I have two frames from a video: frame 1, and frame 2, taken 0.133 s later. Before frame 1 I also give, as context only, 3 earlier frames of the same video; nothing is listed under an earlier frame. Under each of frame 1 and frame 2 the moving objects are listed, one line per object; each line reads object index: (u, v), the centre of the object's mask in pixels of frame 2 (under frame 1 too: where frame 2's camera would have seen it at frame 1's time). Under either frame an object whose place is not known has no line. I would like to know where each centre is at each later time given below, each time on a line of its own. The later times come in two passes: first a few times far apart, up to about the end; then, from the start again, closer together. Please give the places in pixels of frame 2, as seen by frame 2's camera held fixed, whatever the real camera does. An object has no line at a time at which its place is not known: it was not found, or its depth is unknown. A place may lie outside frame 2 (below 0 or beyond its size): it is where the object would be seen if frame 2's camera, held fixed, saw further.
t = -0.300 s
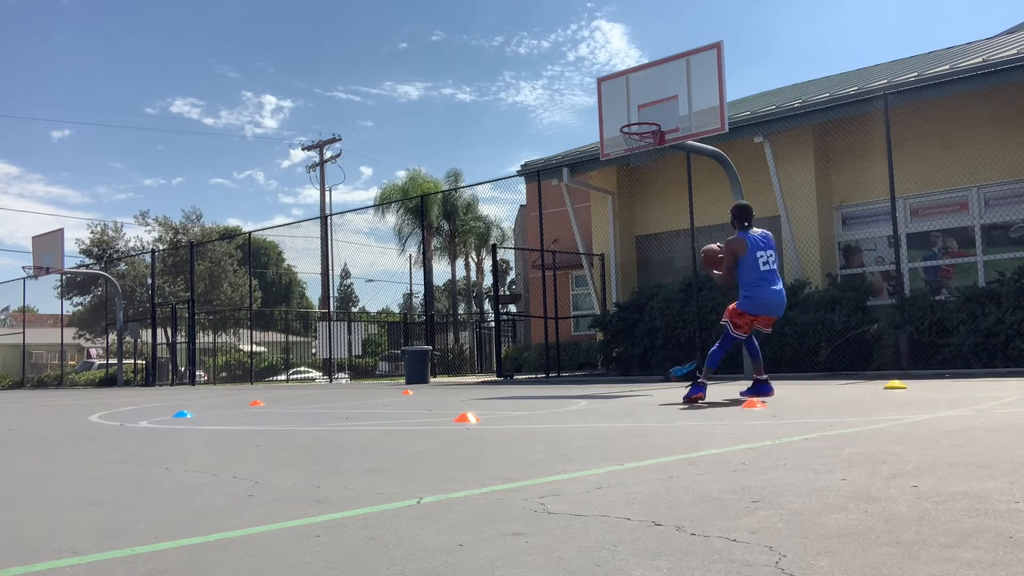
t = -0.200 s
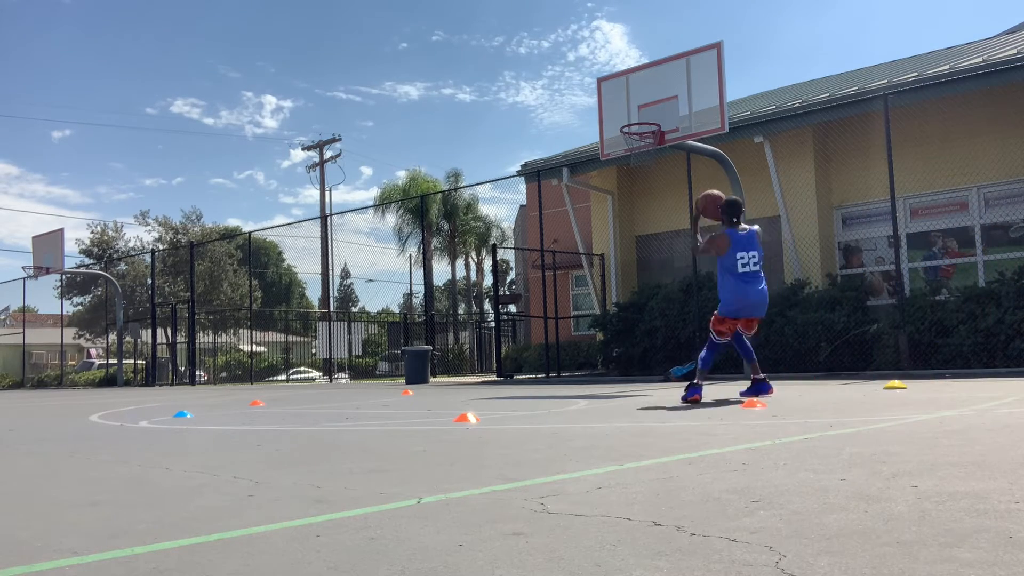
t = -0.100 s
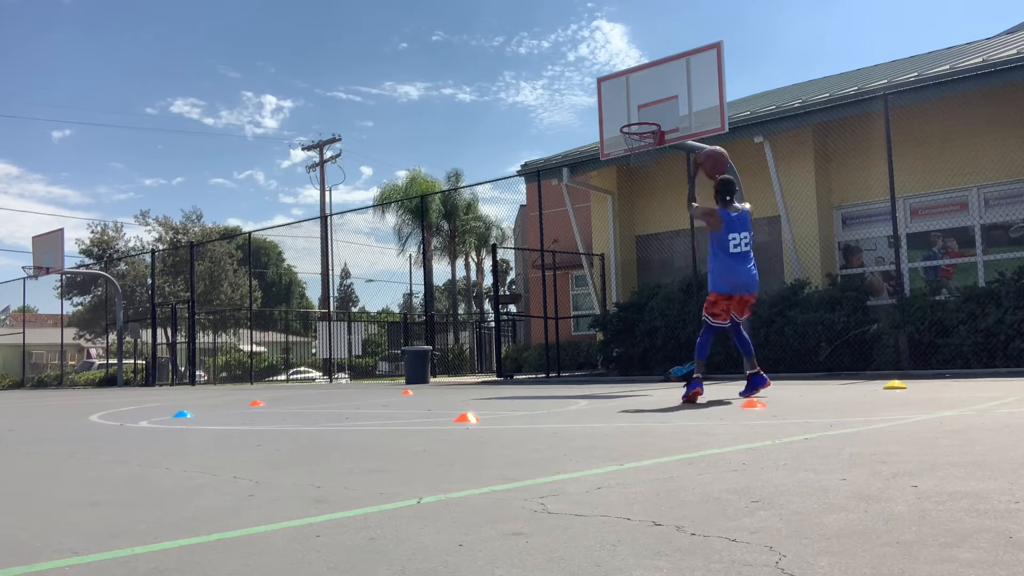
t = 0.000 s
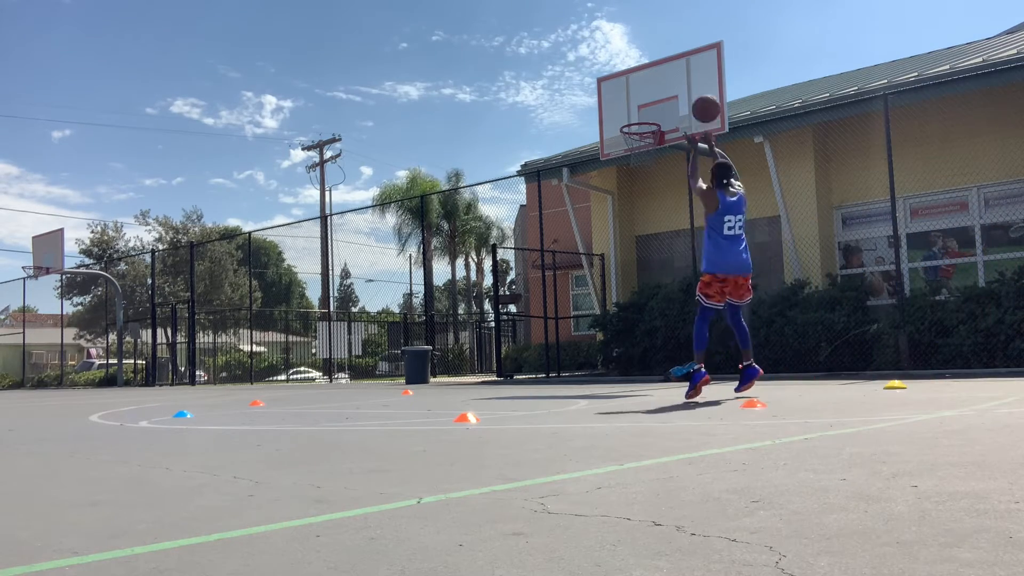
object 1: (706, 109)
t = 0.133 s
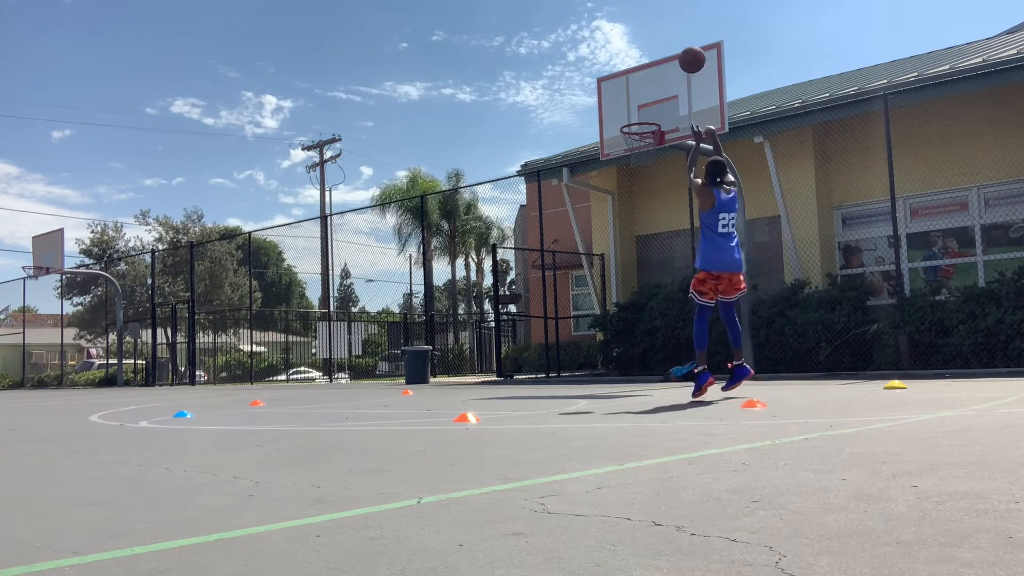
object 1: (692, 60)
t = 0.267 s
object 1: (680, 36)
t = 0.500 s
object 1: (664, 39)
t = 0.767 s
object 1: (650, 96)
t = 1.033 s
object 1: (645, 109)
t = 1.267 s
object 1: (618, 117)
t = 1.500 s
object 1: (592, 165)
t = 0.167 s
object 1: (689, 52)
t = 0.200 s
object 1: (686, 45)
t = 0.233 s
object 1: (683, 40)
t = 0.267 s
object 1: (680, 36)
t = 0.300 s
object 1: (678, 33)
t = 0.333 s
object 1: (675, 31)
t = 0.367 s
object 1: (673, 31)
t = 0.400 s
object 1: (671, 31)
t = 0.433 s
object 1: (668, 33)
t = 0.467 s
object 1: (666, 35)
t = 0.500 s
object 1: (664, 39)
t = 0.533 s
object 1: (662, 43)
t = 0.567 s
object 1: (660, 48)
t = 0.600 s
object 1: (658, 54)
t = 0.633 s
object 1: (656, 61)
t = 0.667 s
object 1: (655, 69)
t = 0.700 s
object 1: (653, 77)
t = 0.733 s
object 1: (652, 86)
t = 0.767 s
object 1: (650, 96)
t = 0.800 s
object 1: (649, 106)
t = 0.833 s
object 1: (648, 114)
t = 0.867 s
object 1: (647, 111)
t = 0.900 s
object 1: (646, 109)
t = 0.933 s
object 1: (646, 108)
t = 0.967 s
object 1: (645, 108)
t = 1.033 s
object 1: (645, 109)
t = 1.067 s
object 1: (642, 109)
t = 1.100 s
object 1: (638, 108)
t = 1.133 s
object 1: (634, 108)
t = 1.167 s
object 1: (630, 109)
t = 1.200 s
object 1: (626, 111)
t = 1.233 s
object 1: (622, 113)
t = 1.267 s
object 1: (618, 117)
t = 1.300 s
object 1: (614, 121)
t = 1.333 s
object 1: (610, 126)
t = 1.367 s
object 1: (607, 132)
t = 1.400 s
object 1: (603, 139)
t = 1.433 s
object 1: (599, 146)
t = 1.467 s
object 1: (595, 155)
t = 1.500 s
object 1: (592, 165)
